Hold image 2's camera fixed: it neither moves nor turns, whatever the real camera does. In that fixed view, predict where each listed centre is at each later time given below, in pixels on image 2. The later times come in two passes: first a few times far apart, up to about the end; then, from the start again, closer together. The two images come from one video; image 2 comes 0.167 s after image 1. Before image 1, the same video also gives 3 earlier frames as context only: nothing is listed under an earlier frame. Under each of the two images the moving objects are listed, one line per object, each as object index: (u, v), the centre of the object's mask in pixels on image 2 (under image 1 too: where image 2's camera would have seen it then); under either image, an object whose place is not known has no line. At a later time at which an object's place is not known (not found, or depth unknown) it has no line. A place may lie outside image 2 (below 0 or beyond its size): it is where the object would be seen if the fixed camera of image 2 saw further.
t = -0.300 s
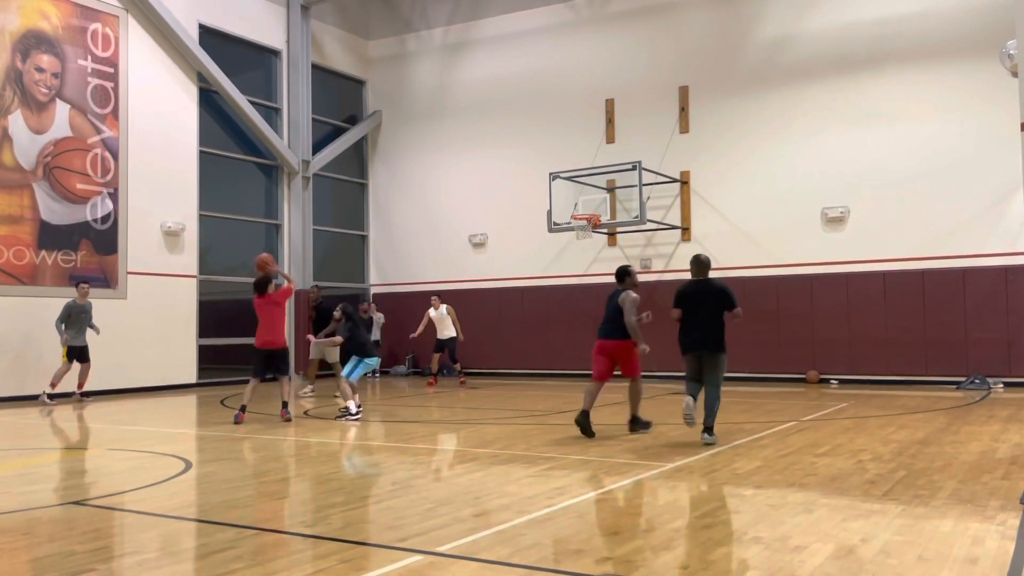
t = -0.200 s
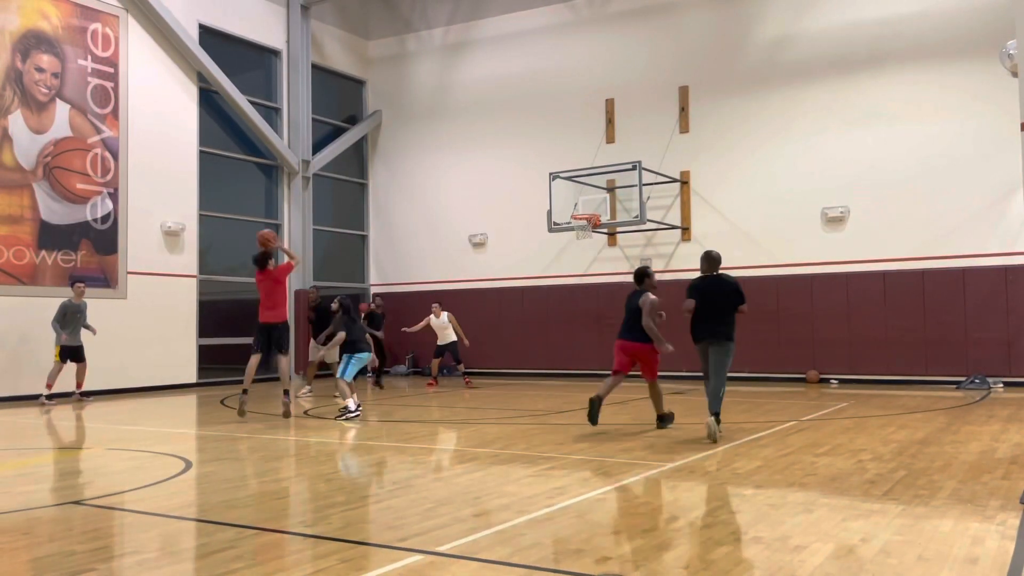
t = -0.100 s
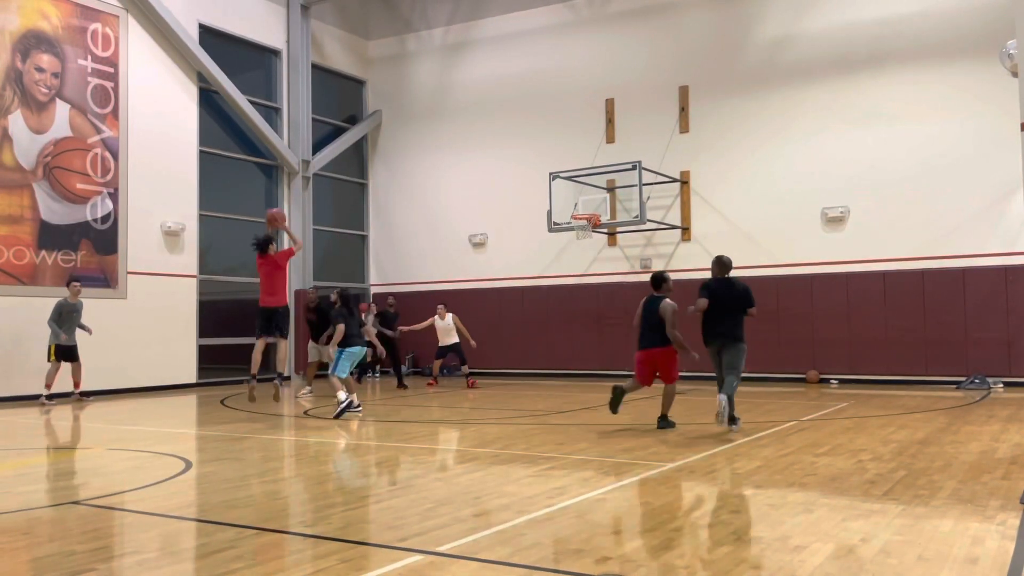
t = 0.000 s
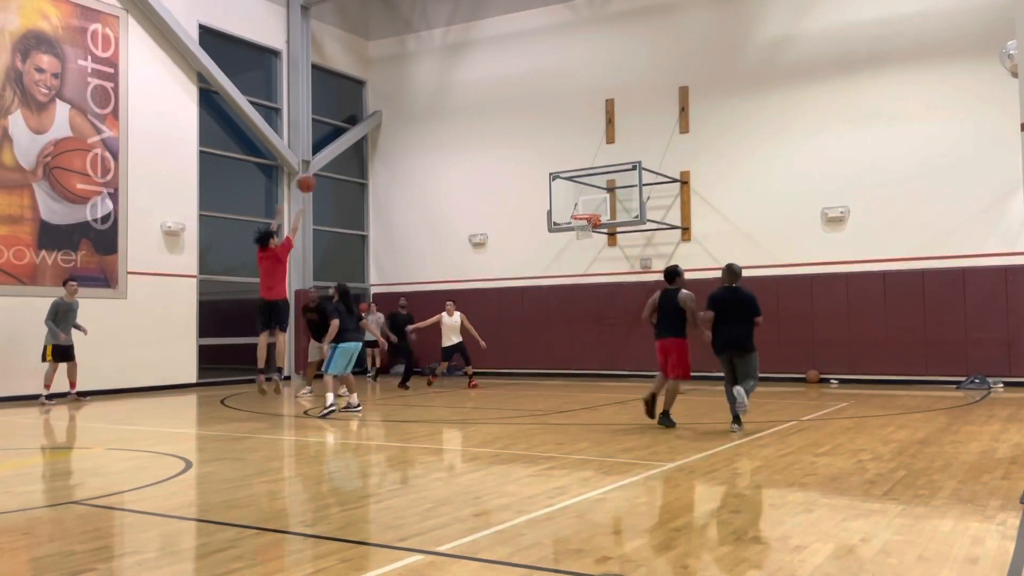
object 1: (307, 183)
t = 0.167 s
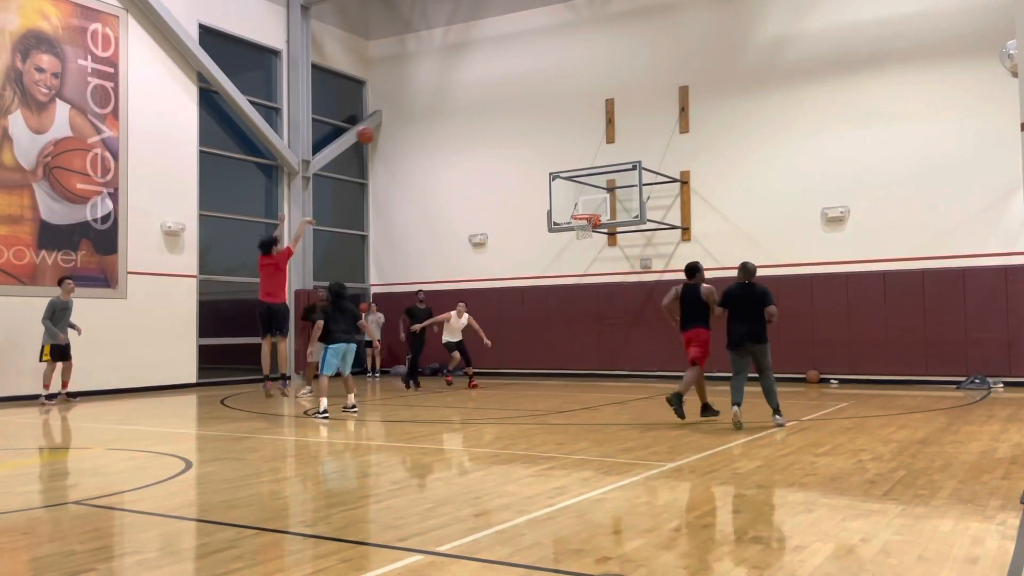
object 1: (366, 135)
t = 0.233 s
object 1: (387, 123)
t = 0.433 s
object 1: (445, 108)
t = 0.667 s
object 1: (503, 123)
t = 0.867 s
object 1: (547, 158)
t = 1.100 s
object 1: (592, 221)
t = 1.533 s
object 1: (577, 309)
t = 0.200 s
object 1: (376, 128)
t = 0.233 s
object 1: (387, 123)
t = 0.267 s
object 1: (397, 119)
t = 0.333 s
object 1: (417, 112)
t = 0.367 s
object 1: (427, 110)
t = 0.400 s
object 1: (436, 109)
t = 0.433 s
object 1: (445, 108)
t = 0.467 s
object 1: (454, 108)
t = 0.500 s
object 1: (463, 109)
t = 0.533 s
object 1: (471, 111)
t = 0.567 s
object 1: (479, 113)
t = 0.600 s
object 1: (487, 116)
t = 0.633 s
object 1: (495, 119)
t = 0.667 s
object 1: (503, 123)
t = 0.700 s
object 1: (511, 127)
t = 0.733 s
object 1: (518, 133)
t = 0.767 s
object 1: (526, 138)
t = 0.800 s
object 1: (533, 144)
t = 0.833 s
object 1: (540, 151)
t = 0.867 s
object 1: (547, 158)
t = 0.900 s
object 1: (554, 166)
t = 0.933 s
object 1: (561, 174)
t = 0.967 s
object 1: (567, 183)
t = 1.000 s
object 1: (574, 191)
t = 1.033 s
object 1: (580, 201)
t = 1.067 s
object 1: (586, 210)
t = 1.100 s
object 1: (592, 221)
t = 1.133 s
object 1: (592, 228)
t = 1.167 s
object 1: (590, 231)
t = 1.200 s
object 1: (589, 236)
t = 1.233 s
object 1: (588, 241)
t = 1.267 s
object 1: (586, 246)
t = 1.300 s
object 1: (585, 252)
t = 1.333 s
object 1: (584, 259)
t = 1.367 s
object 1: (582, 266)
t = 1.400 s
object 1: (581, 273)
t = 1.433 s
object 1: (580, 282)
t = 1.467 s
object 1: (579, 290)
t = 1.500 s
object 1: (578, 299)
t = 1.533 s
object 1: (577, 309)
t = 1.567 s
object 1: (576, 320)
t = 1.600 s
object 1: (575, 331)
